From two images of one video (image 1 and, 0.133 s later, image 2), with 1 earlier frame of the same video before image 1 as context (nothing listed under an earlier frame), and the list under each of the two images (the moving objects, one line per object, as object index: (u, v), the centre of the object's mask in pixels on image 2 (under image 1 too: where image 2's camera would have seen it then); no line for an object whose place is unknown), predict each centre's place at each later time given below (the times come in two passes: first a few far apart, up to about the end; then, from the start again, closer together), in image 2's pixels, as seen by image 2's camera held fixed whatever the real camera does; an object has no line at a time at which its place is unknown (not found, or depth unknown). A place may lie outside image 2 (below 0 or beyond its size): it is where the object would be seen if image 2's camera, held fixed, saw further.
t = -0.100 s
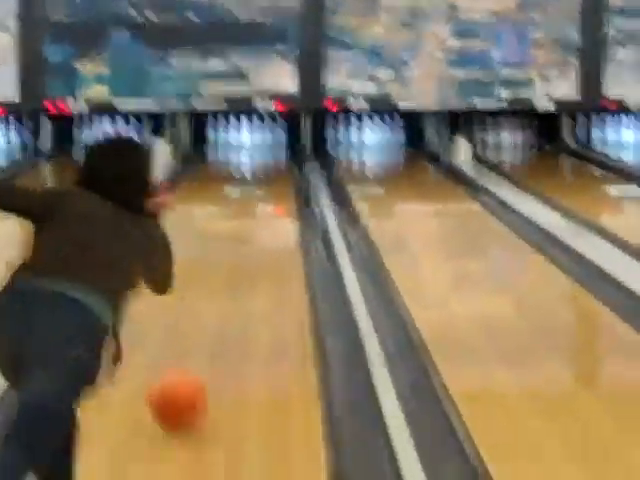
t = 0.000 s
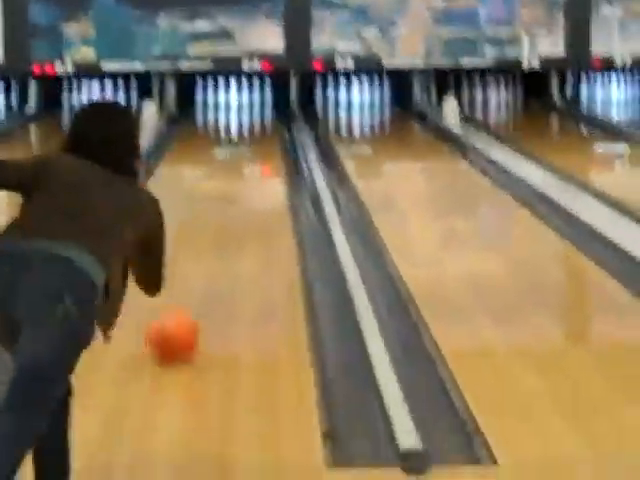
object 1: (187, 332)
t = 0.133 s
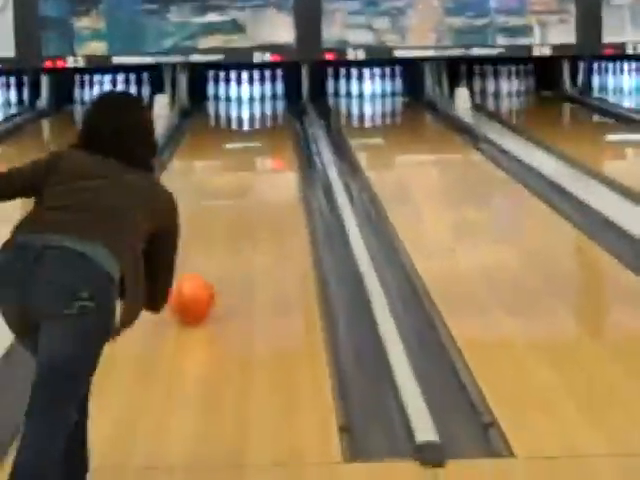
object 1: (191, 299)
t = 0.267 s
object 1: (193, 269)
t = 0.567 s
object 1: (201, 227)
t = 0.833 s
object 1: (207, 198)
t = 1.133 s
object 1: (207, 173)
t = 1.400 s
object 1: (208, 154)
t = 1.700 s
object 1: (209, 139)
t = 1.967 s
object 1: (212, 128)
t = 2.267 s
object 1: (217, 117)
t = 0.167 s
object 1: (191, 291)
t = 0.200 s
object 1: (192, 284)
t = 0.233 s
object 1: (192, 277)
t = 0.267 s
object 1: (193, 269)
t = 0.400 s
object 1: (198, 250)
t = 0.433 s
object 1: (198, 244)
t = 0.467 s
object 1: (200, 240)
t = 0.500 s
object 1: (200, 235)
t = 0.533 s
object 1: (201, 231)
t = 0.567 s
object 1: (201, 227)
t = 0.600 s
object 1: (199, 220)
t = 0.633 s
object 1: (202, 218)
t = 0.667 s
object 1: (202, 214)
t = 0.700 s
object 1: (204, 209)
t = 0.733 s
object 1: (201, 203)
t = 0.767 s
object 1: (206, 204)
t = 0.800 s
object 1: (207, 201)
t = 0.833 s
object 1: (207, 198)
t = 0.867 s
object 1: (209, 194)
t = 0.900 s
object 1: (208, 190)
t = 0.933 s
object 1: (208, 186)
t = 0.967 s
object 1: (209, 185)
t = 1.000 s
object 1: (209, 181)
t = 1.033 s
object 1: (209, 180)
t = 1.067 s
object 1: (210, 178)
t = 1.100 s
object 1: (208, 175)
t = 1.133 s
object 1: (207, 173)
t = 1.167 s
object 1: (208, 170)
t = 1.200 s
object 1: (207, 167)
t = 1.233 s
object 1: (206, 165)
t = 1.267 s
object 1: (207, 162)
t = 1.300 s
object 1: (208, 160)
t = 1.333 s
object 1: (207, 158)
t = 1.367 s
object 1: (208, 156)
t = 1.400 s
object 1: (208, 154)
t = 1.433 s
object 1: (208, 152)
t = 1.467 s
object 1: (208, 151)
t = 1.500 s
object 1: (208, 149)
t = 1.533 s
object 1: (209, 147)
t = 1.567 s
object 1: (209, 145)
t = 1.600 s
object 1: (209, 144)
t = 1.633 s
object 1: (210, 143)
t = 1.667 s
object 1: (210, 140)
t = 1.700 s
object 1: (209, 139)
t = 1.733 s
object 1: (210, 138)
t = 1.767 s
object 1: (210, 135)
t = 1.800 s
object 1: (211, 134)
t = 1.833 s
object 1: (210, 133)
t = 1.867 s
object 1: (211, 132)
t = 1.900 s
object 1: (211, 130)
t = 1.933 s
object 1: (212, 129)
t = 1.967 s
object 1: (212, 128)
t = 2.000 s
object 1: (212, 127)
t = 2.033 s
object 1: (213, 124)
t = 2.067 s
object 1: (212, 124)
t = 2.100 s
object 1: (212, 123)
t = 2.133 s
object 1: (213, 122)
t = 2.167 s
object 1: (212, 120)
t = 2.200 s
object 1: (212, 121)
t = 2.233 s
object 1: (213, 118)
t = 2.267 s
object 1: (217, 117)
